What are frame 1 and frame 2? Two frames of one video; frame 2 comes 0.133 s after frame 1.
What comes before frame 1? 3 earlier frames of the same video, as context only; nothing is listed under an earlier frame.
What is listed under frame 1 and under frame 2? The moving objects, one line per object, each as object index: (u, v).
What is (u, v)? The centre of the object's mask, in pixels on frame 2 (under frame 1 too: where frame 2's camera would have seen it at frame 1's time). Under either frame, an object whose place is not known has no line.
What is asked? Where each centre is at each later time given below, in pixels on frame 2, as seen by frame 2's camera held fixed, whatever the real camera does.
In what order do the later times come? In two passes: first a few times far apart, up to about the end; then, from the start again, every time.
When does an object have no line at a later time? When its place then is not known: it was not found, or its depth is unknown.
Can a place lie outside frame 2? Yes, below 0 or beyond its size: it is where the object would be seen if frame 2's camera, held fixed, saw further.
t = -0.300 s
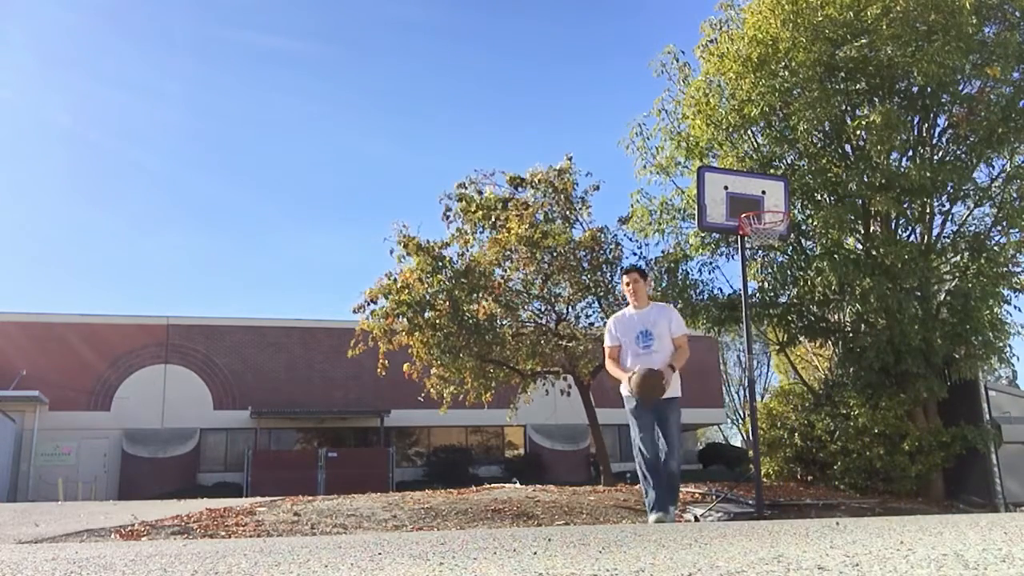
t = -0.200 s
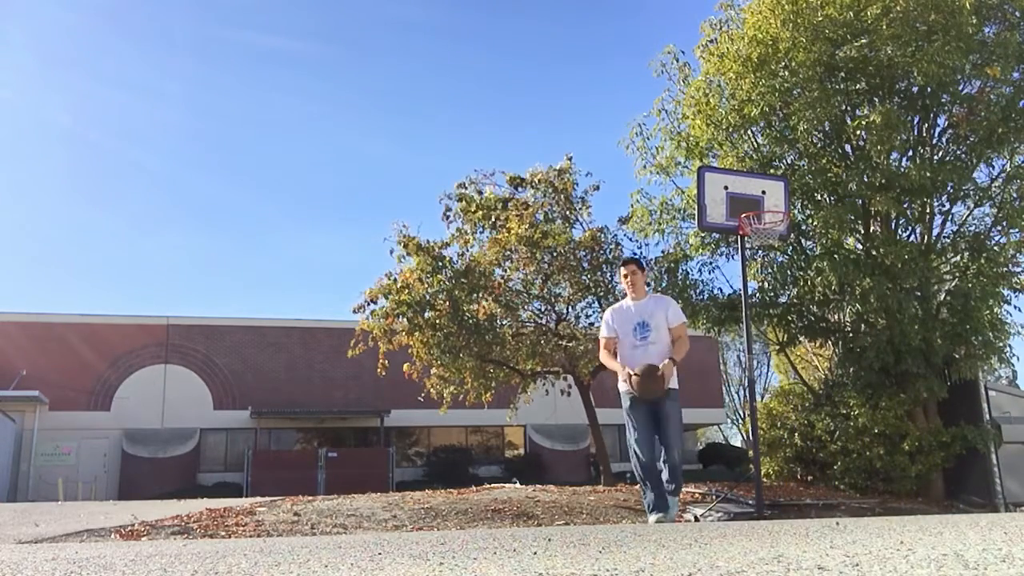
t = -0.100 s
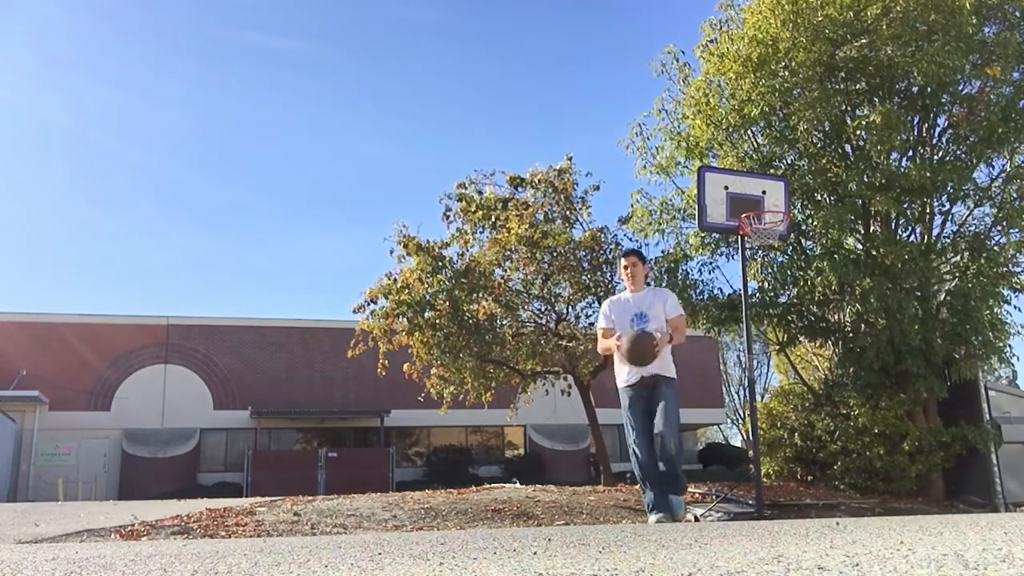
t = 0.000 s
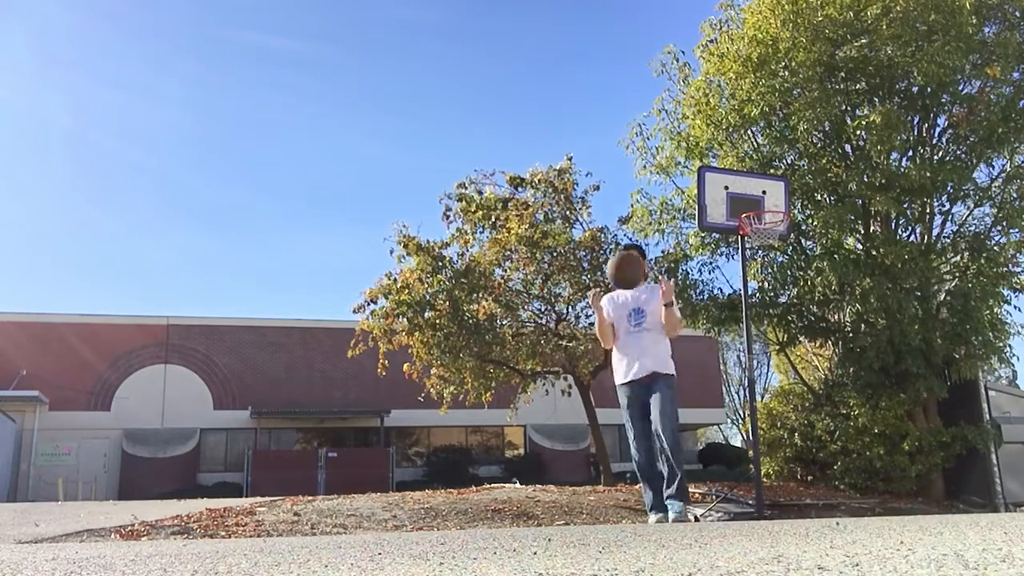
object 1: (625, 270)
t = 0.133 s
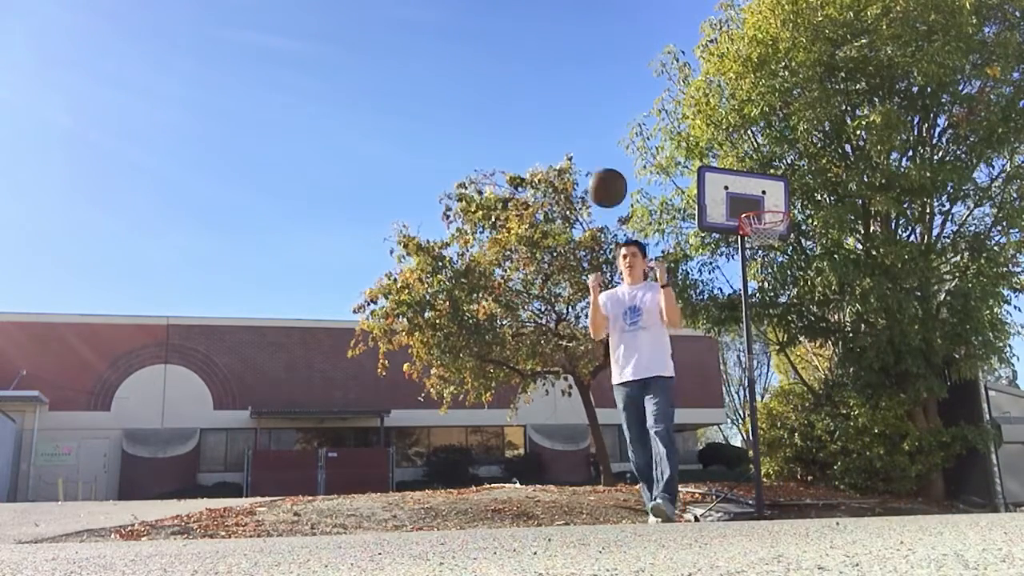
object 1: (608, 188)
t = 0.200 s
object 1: (599, 154)
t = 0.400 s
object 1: (573, 91)
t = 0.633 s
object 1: (544, 92)
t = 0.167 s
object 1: (603, 170)
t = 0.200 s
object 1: (599, 154)
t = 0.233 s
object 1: (595, 140)
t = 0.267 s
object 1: (590, 127)
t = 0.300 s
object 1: (586, 116)
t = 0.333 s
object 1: (582, 106)
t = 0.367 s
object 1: (577, 98)
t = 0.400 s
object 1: (573, 91)
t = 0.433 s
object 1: (569, 85)
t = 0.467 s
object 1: (565, 82)
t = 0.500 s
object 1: (561, 80)
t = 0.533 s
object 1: (557, 81)
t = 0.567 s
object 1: (552, 83)
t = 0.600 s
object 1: (548, 87)
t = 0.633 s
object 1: (544, 92)
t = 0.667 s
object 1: (539, 101)
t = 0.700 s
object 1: (535, 112)
